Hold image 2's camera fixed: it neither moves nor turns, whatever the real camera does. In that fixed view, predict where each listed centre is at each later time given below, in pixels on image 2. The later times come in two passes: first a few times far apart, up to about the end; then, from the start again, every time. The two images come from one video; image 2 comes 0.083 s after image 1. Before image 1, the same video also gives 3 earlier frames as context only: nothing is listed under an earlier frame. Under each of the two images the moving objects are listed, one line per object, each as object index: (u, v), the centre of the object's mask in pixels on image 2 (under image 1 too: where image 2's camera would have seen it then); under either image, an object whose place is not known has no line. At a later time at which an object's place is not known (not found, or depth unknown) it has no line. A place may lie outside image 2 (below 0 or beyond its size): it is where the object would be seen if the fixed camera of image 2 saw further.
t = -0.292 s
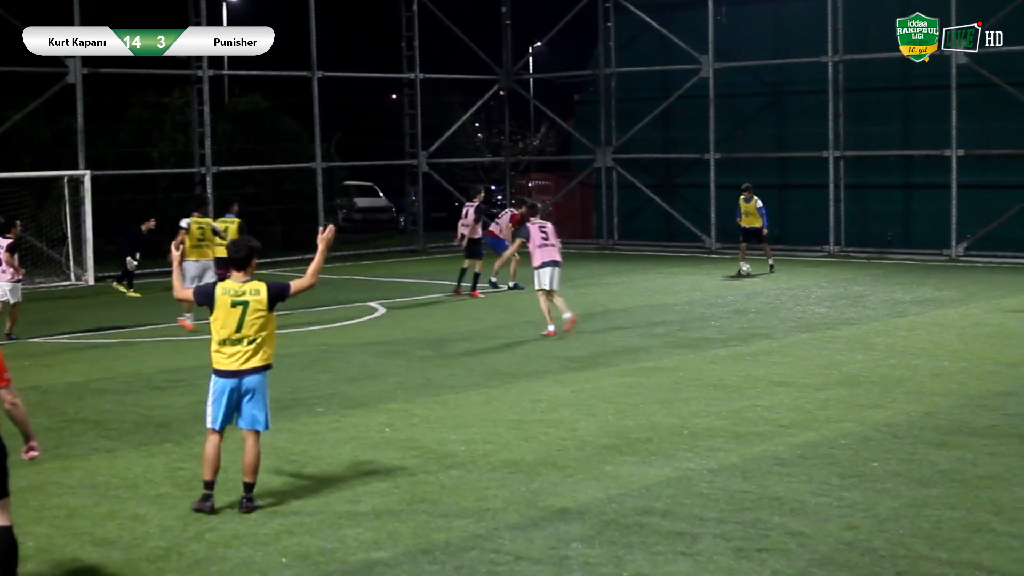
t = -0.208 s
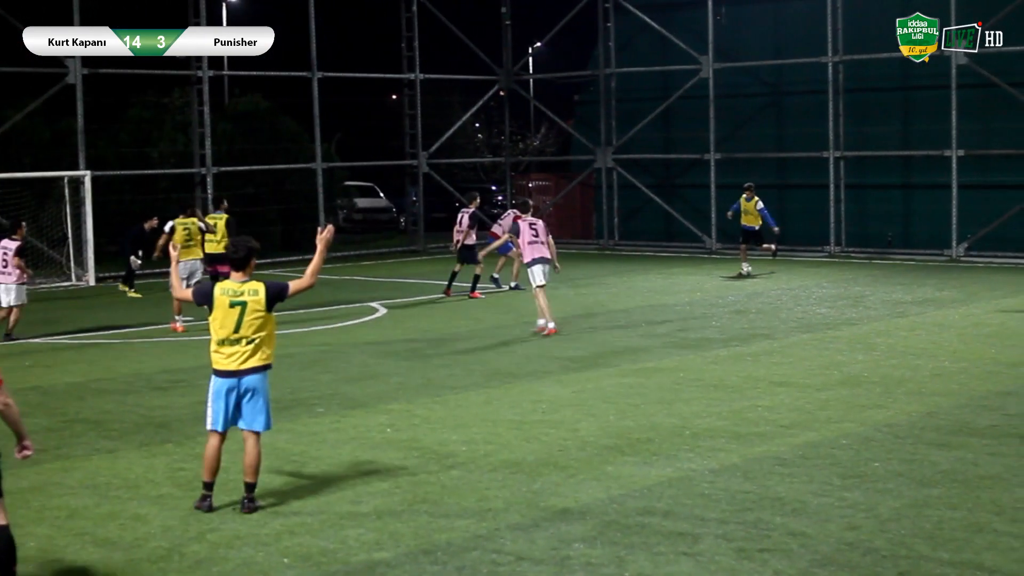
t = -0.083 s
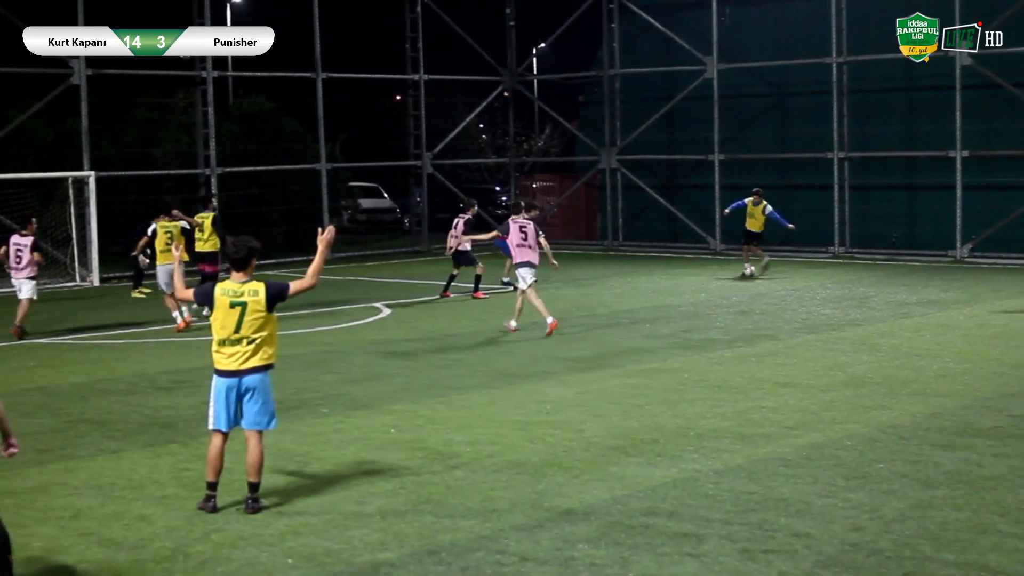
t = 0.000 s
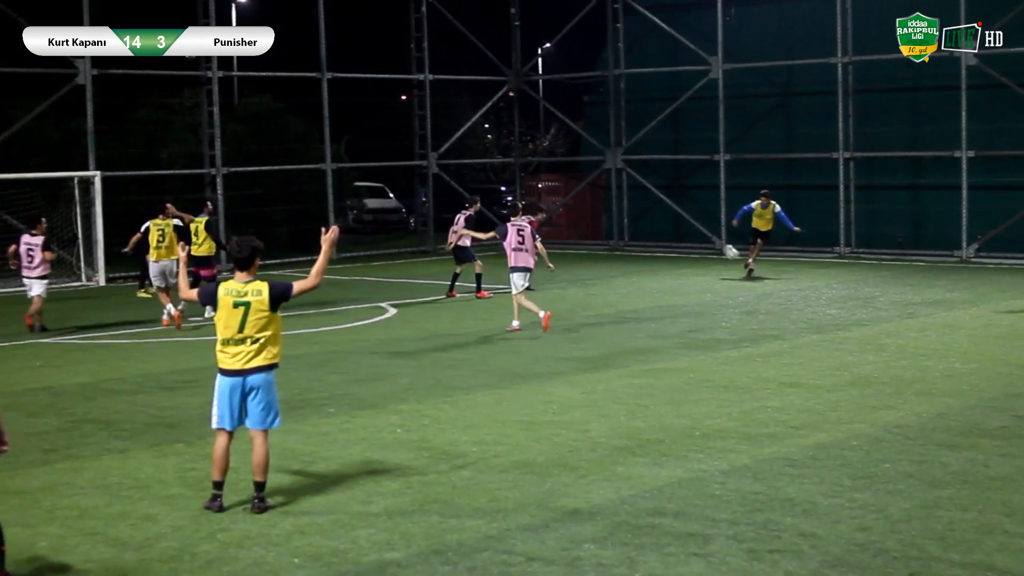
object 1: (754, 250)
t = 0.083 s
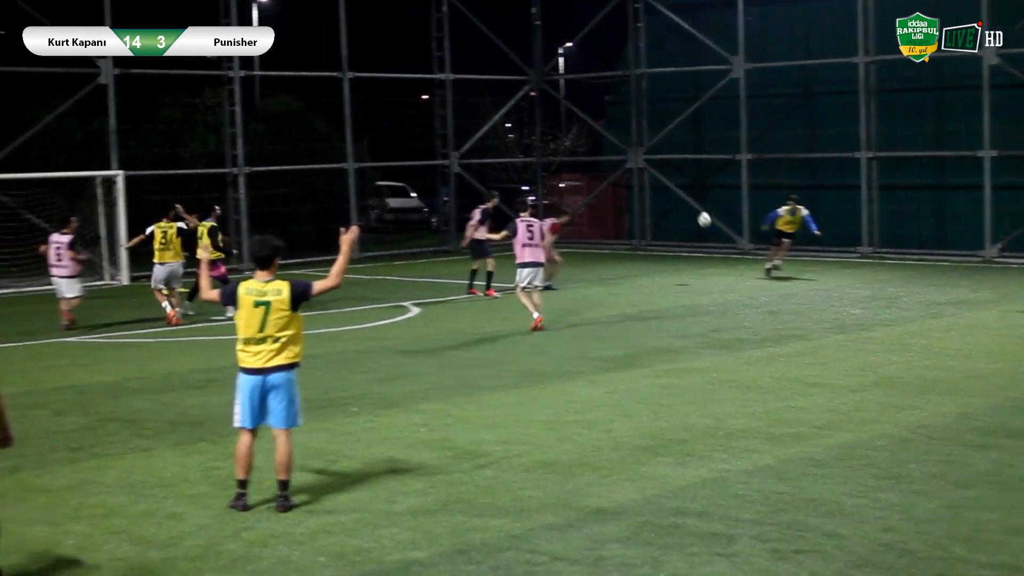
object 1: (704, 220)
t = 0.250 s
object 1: (637, 187)
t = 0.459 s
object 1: (551, 161)
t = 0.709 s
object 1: (445, 154)
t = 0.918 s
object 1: (352, 173)
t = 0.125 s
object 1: (687, 212)
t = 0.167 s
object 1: (670, 203)
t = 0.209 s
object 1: (653, 194)
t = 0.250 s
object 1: (637, 187)
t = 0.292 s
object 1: (620, 180)
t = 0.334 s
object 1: (603, 174)
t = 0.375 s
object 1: (586, 168)
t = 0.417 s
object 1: (569, 164)
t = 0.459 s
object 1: (551, 161)
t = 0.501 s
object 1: (534, 157)
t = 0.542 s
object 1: (516, 155)
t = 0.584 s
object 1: (498, 154)
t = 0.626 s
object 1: (480, 153)
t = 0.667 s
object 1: (463, 153)
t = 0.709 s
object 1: (445, 154)
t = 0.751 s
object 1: (427, 156)
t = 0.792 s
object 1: (408, 158)
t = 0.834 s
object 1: (390, 163)
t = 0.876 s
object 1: (371, 168)
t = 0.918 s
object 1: (352, 173)
